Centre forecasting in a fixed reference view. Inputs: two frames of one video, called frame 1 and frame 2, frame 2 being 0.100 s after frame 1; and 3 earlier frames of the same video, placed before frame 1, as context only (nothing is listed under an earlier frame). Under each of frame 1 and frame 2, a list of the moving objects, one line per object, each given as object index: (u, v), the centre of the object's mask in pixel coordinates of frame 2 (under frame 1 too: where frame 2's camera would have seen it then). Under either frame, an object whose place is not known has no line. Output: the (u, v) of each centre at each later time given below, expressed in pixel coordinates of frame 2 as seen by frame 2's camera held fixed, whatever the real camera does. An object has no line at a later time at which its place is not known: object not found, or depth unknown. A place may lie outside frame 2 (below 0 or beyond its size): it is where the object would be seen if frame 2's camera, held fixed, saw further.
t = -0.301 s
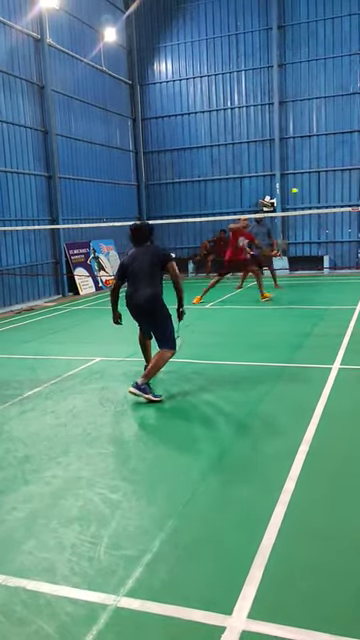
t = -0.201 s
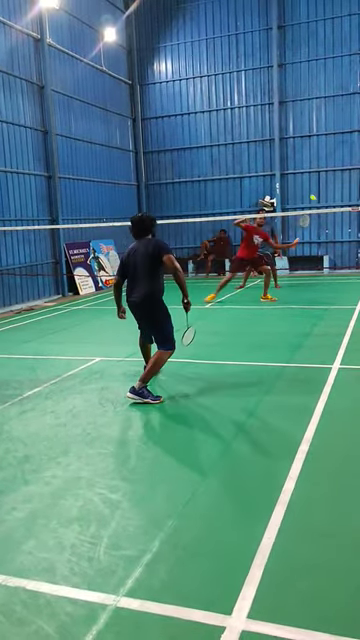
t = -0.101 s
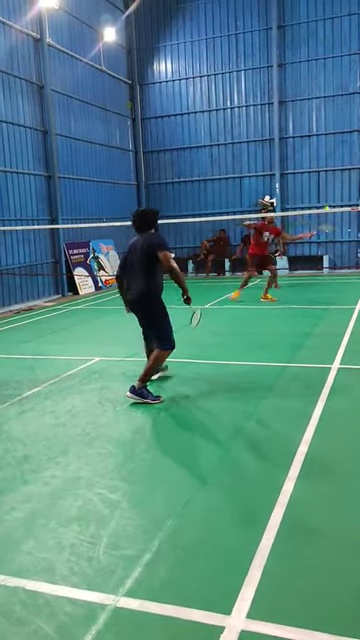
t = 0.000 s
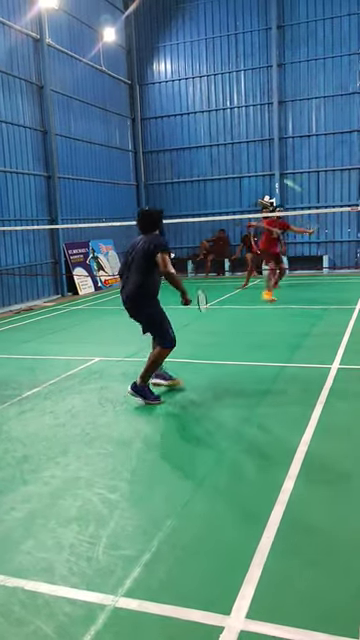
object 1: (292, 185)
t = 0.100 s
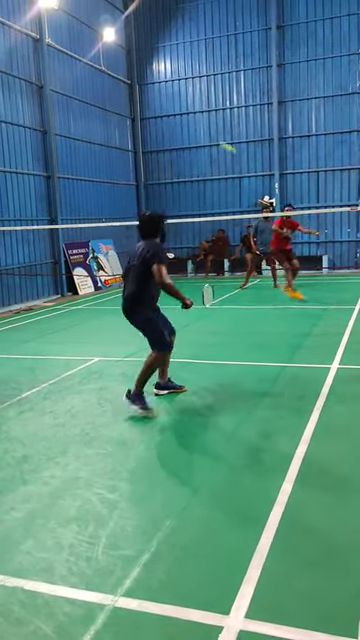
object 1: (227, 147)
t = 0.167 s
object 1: (184, 126)
